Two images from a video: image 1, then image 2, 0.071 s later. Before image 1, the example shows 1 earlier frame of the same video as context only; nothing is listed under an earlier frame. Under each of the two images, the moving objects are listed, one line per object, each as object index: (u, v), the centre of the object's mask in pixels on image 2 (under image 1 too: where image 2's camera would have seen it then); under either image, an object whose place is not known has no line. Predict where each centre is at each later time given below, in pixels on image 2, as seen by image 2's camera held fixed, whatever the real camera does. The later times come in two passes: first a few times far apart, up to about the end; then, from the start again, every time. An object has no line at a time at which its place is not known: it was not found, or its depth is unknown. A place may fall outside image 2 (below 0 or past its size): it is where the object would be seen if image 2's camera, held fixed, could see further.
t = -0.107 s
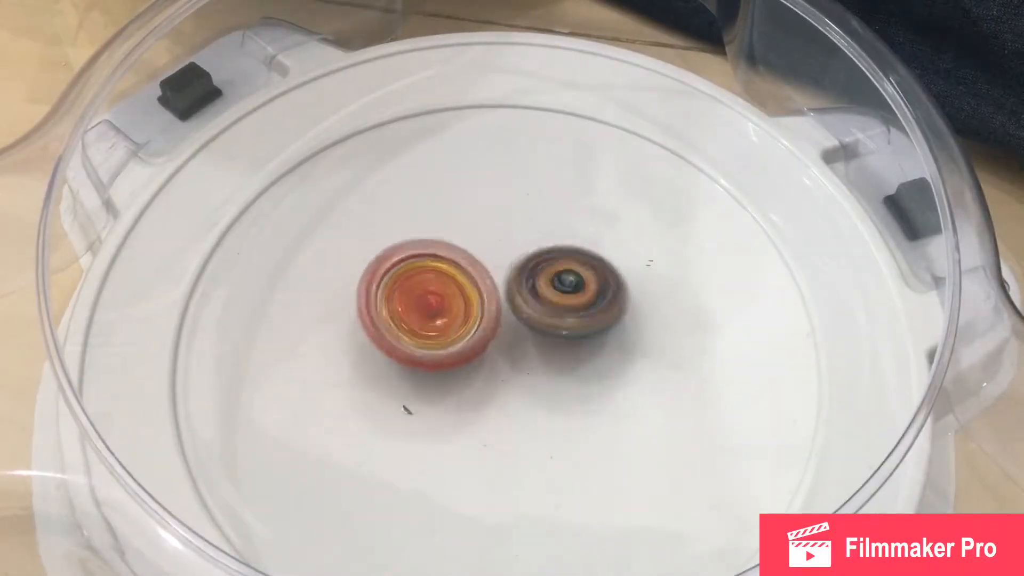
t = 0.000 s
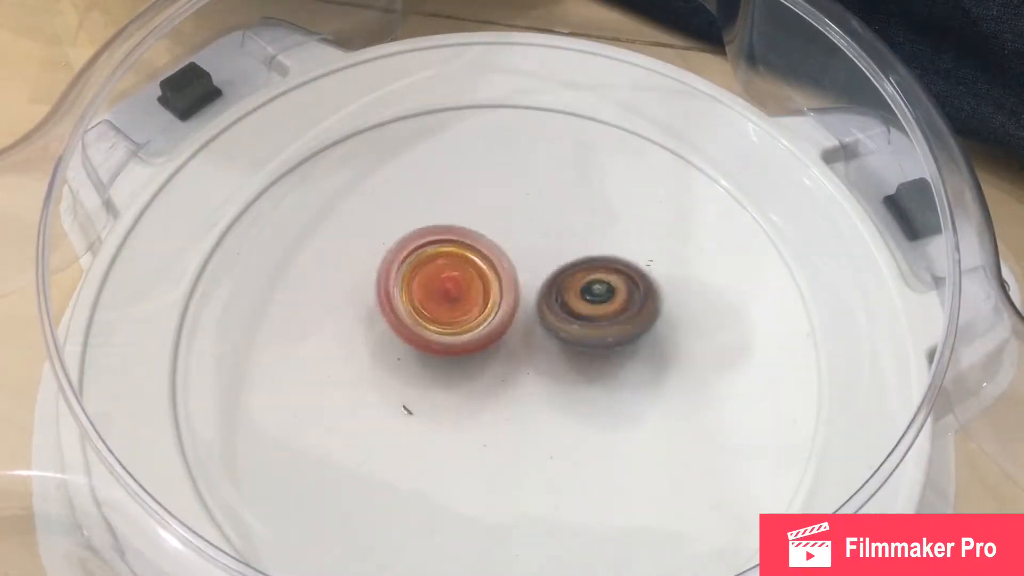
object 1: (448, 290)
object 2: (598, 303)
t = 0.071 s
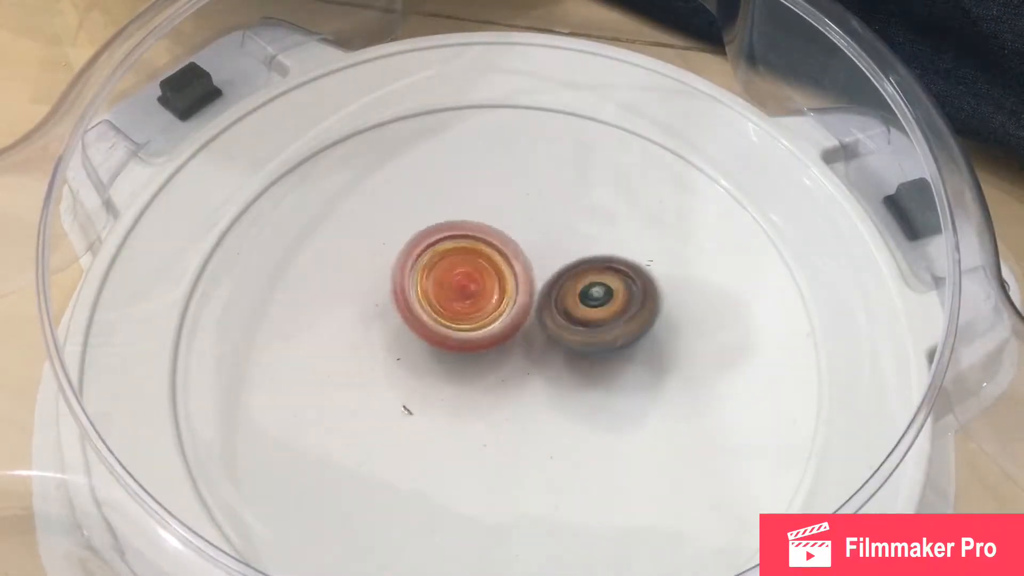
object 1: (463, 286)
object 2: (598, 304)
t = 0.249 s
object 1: (463, 259)
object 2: (624, 338)
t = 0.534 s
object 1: (466, 251)
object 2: (604, 378)
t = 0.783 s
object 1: (485, 278)
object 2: (588, 379)
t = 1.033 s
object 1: (495, 298)
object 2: (579, 402)
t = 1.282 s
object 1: (472, 297)
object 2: (567, 413)
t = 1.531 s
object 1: (451, 293)
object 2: (553, 434)
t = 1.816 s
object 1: (442, 282)
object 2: (536, 424)
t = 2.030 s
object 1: (459, 288)
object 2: (519, 422)
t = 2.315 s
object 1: (484, 302)
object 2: (519, 433)
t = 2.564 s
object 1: (499, 297)
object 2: (506, 424)
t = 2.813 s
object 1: (508, 281)
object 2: (487, 436)
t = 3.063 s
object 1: (511, 263)
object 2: (468, 427)
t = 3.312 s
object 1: (511, 277)
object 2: (453, 399)
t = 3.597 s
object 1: (528, 270)
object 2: (432, 380)
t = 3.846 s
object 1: (533, 282)
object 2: (426, 364)
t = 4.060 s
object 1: (547, 295)
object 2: (401, 358)
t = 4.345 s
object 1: (541, 319)
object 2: (394, 342)
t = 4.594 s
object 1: (564, 330)
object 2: (372, 336)
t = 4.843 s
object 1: (578, 332)
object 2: (384, 316)
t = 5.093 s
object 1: (569, 343)
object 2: (419, 289)
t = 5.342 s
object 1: (552, 343)
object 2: (408, 265)
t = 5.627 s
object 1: (554, 351)
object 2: (424, 283)
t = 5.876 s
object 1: (552, 352)
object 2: (438, 286)
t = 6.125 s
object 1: (548, 369)
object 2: (446, 275)
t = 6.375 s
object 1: (538, 390)
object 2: (448, 251)
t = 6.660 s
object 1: (524, 367)
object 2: (435, 244)
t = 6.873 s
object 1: (539, 357)
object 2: (434, 268)
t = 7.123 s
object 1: (565, 358)
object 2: (449, 274)
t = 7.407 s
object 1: (555, 372)
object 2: (464, 278)
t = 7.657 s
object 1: (545, 384)
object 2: (437, 245)
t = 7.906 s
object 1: (544, 362)
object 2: (447, 273)
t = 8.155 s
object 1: (561, 362)
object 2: (450, 268)
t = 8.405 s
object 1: (555, 371)
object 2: (450, 286)
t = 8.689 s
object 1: (545, 365)
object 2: (459, 295)
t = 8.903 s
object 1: (550, 361)
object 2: (447, 290)
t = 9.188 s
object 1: (547, 341)
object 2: (445, 313)
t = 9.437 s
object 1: (546, 335)
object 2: (428, 337)
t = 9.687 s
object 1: (538, 377)
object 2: (415, 288)
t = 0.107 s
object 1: (466, 283)
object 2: (601, 307)
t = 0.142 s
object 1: (470, 280)
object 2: (601, 308)
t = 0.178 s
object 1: (474, 277)
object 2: (599, 312)
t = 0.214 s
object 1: (470, 268)
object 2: (613, 328)
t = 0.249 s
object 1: (463, 259)
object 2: (624, 338)
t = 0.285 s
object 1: (461, 253)
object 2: (634, 352)
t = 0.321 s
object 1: (460, 251)
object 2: (634, 357)
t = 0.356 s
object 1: (459, 249)
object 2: (627, 367)
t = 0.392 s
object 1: (459, 249)
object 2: (622, 370)
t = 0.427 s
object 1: (460, 249)
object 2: (619, 373)
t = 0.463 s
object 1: (462, 249)
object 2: (613, 375)
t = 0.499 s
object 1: (464, 250)
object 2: (609, 377)
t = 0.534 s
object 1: (466, 251)
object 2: (604, 378)
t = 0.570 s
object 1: (468, 253)
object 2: (602, 378)
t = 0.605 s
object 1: (470, 256)
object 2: (601, 378)
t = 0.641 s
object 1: (473, 259)
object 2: (599, 378)
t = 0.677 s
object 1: (476, 263)
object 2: (598, 378)
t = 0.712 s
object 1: (478, 268)
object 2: (594, 377)
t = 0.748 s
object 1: (482, 273)
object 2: (592, 378)
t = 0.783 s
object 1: (485, 278)
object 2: (588, 379)
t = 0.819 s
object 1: (488, 283)
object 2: (586, 380)
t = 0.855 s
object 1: (490, 287)
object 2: (584, 382)
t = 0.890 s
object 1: (491, 285)
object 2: (586, 395)
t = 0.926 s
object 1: (493, 286)
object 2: (585, 402)
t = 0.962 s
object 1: (495, 292)
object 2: (584, 403)
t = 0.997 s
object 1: (495, 295)
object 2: (582, 402)
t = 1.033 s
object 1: (495, 298)
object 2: (579, 402)
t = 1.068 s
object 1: (492, 295)
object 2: (580, 410)
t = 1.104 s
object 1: (488, 294)
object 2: (583, 416)
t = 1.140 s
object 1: (485, 294)
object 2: (582, 417)
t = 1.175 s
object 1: (482, 295)
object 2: (580, 416)
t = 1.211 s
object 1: (479, 296)
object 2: (576, 415)
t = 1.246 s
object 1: (475, 296)
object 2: (571, 414)
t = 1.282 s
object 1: (472, 297)
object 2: (567, 413)
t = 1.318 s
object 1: (470, 299)
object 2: (563, 412)
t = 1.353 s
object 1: (465, 302)
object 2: (555, 410)
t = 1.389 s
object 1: (463, 303)
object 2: (551, 409)
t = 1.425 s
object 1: (461, 304)
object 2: (548, 409)
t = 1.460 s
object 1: (459, 304)
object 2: (547, 413)
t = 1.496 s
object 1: (453, 296)
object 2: (552, 425)
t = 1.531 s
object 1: (451, 293)
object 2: (553, 434)
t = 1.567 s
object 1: (448, 291)
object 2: (551, 436)
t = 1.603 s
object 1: (446, 289)
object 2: (550, 436)
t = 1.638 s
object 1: (444, 288)
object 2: (549, 435)
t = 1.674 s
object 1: (443, 287)
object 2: (547, 432)
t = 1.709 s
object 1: (442, 285)
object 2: (545, 430)
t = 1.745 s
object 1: (442, 284)
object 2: (542, 428)
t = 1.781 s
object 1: (442, 283)
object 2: (539, 426)
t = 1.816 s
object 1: (442, 282)
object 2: (536, 424)
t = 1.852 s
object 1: (444, 282)
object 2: (532, 423)
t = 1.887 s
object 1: (446, 282)
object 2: (530, 423)
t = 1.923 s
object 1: (448, 282)
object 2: (526, 423)
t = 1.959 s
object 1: (453, 284)
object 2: (523, 424)
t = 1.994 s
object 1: (456, 286)
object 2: (521, 422)
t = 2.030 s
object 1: (459, 288)
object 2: (519, 422)
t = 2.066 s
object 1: (462, 291)
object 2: (517, 423)
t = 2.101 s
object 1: (465, 294)
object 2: (516, 422)
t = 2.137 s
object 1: (469, 297)
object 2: (515, 423)
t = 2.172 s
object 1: (472, 300)
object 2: (515, 423)
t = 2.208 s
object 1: (476, 298)
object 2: (518, 430)
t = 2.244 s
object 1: (480, 298)
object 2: (519, 436)
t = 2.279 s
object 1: (481, 300)
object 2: (519, 435)
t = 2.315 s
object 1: (484, 302)
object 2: (519, 433)
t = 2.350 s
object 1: (490, 303)
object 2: (515, 431)
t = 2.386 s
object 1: (492, 302)
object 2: (515, 429)
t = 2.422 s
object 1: (493, 300)
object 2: (515, 430)
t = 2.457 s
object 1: (495, 298)
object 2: (515, 431)
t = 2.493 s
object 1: (496, 297)
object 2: (514, 428)
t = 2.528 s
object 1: (497, 297)
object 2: (511, 426)
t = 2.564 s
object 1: (499, 297)
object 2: (506, 424)
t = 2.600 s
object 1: (500, 297)
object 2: (503, 424)
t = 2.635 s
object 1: (501, 297)
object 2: (500, 424)
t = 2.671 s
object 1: (502, 297)
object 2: (497, 425)
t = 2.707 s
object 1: (504, 296)
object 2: (496, 425)
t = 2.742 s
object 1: (505, 295)
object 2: (494, 424)
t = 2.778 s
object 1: (506, 293)
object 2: (491, 424)
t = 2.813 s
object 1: (508, 281)
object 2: (487, 436)
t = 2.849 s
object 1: (510, 276)
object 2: (483, 444)
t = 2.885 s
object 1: (511, 272)
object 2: (478, 446)
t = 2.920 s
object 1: (509, 269)
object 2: (476, 446)
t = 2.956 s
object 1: (509, 267)
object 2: (476, 446)
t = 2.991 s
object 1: (511, 266)
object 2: (476, 442)
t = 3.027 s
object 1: (510, 262)
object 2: (471, 432)
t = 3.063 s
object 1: (511, 263)
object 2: (468, 427)
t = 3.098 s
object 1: (513, 263)
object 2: (464, 423)
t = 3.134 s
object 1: (513, 264)
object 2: (460, 421)
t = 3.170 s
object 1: (512, 266)
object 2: (456, 420)
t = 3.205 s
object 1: (513, 269)
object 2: (455, 418)
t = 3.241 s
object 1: (514, 270)
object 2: (454, 413)
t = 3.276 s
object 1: (512, 273)
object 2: (454, 407)
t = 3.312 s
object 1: (511, 277)
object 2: (453, 399)
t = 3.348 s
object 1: (518, 270)
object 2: (441, 396)
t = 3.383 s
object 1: (522, 267)
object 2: (434, 393)
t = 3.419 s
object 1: (523, 266)
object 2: (430, 389)
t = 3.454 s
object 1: (524, 265)
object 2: (428, 386)
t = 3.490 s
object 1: (526, 265)
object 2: (427, 383)
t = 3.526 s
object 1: (526, 266)
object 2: (427, 382)
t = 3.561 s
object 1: (527, 267)
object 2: (428, 381)
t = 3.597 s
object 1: (528, 270)
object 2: (432, 380)
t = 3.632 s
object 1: (528, 272)
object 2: (435, 375)
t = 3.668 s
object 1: (527, 274)
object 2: (437, 370)
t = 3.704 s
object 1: (526, 277)
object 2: (436, 366)
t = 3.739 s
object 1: (530, 277)
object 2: (430, 366)
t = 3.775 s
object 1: (532, 278)
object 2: (425, 366)
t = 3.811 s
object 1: (532, 279)
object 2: (425, 366)
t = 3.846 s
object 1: (533, 282)
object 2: (426, 364)
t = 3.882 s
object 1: (534, 284)
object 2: (421, 363)
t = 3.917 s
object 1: (538, 286)
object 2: (416, 361)
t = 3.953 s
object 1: (538, 288)
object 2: (414, 361)
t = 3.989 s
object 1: (539, 290)
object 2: (413, 359)
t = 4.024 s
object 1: (540, 295)
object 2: (415, 355)
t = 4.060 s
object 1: (547, 295)
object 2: (401, 358)
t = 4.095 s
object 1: (552, 298)
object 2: (389, 355)
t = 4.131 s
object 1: (552, 300)
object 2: (381, 353)
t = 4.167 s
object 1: (552, 302)
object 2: (377, 350)
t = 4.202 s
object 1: (553, 305)
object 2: (375, 351)
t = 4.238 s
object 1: (552, 307)
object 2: (377, 351)
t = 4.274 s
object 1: (550, 310)
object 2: (378, 351)
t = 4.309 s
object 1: (548, 313)
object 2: (384, 348)
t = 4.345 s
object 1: (541, 319)
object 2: (394, 342)
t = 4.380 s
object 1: (538, 321)
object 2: (398, 340)
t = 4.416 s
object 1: (540, 321)
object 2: (398, 341)
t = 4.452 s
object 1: (543, 322)
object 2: (395, 342)
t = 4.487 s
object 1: (541, 325)
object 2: (396, 342)
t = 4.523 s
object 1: (539, 325)
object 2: (399, 340)
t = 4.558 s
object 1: (551, 327)
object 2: (385, 338)
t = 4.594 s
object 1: (564, 330)
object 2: (372, 336)
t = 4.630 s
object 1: (568, 330)
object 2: (365, 334)
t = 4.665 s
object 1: (573, 331)
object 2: (365, 329)
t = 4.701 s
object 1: (575, 330)
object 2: (366, 326)
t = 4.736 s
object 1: (576, 331)
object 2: (369, 325)
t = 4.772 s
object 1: (578, 331)
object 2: (374, 324)
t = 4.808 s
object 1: (578, 331)
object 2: (378, 320)
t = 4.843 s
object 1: (578, 332)
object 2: (384, 316)
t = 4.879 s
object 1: (578, 332)
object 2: (388, 312)
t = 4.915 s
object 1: (576, 333)
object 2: (393, 309)
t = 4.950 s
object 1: (574, 334)
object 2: (399, 309)
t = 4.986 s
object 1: (570, 334)
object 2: (407, 309)
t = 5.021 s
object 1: (563, 334)
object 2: (429, 305)
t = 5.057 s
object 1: (565, 337)
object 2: (430, 300)
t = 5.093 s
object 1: (569, 343)
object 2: (419, 289)
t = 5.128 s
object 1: (568, 345)
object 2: (412, 280)
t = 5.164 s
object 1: (569, 343)
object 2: (408, 271)
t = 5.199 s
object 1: (568, 344)
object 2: (403, 266)
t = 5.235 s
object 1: (567, 346)
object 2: (402, 258)
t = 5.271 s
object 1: (563, 345)
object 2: (400, 256)
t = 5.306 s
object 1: (561, 346)
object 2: (401, 260)
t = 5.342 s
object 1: (552, 343)
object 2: (408, 265)
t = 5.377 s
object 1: (551, 341)
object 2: (413, 268)
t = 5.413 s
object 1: (544, 339)
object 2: (417, 271)
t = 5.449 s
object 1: (542, 338)
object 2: (420, 279)
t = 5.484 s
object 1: (540, 337)
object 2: (424, 286)
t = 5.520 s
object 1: (543, 343)
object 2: (426, 286)
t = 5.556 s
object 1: (550, 348)
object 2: (424, 284)
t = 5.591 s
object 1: (551, 353)
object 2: (424, 283)
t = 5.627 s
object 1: (554, 351)
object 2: (424, 283)
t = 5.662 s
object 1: (554, 351)
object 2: (426, 283)
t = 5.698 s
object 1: (558, 352)
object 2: (429, 283)
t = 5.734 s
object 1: (556, 352)
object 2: (432, 283)
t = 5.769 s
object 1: (557, 353)
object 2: (435, 283)
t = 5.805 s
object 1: (555, 352)
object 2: (436, 284)
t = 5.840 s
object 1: (554, 353)
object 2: (438, 285)
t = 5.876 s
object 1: (552, 352)
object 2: (438, 286)
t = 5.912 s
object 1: (551, 354)
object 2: (437, 289)
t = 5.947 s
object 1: (549, 354)
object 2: (438, 291)
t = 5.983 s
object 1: (547, 355)
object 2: (439, 291)
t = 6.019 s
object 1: (546, 357)
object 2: (441, 291)
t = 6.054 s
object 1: (548, 366)
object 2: (445, 282)
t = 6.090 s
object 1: (546, 369)
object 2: (446, 279)
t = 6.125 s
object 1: (548, 369)
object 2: (446, 275)
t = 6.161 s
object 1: (548, 372)
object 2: (447, 276)
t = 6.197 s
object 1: (547, 372)
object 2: (448, 275)
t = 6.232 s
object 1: (544, 374)
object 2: (452, 277)
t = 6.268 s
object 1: (542, 374)
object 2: (457, 277)
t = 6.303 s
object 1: (540, 375)
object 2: (463, 278)
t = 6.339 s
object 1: (542, 389)
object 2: (451, 259)
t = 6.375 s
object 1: (538, 390)
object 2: (448, 251)
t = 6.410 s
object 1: (536, 389)
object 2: (445, 244)
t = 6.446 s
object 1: (536, 387)
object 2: (442, 236)
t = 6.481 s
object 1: (535, 386)
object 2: (438, 234)
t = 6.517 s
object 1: (531, 384)
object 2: (437, 233)
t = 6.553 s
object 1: (530, 381)
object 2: (436, 233)
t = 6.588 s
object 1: (528, 377)
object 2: (435, 235)
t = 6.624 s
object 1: (528, 373)
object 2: (436, 240)
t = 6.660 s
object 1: (524, 367)
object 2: (435, 244)
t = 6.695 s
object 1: (524, 361)
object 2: (434, 251)
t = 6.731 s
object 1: (524, 355)
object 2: (437, 260)
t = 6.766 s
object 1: (525, 351)
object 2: (439, 268)
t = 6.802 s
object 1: (531, 355)
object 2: (436, 270)
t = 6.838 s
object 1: (538, 358)
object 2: (434, 269)
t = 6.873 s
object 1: (539, 357)
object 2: (434, 268)
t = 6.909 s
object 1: (543, 352)
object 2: (436, 268)
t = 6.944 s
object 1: (548, 350)
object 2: (438, 269)
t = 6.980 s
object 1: (553, 350)
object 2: (444, 271)
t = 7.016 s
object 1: (554, 351)
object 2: (449, 273)
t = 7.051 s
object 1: (559, 348)
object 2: (453, 277)
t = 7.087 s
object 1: (564, 352)
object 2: (453, 276)
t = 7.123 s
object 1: (565, 358)
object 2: (449, 274)
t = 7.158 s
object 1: (565, 359)
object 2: (450, 272)
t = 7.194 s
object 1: (567, 359)
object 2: (454, 270)
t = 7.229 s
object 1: (568, 362)
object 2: (457, 271)
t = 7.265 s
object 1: (567, 364)
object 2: (462, 274)
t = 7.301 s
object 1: (566, 366)
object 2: (469, 276)
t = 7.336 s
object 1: (563, 367)
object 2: (469, 280)
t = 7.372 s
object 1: (560, 371)
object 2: (465, 277)
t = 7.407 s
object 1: (555, 372)
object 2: (464, 278)
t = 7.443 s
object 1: (550, 371)
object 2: (463, 280)
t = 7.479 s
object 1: (554, 381)
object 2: (450, 266)
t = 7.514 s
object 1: (553, 387)
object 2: (443, 259)
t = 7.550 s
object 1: (550, 387)
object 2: (441, 254)
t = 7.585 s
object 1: (548, 385)
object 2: (439, 250)
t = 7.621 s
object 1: (546, 385)
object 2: (438, 246)
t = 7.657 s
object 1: (545, 384)
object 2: (437, 245)
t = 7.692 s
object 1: (542, 381)
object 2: (439, 250)
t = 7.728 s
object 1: (539, 376)
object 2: (441, 253)
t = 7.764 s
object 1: (536, 372)
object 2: (441, 256)
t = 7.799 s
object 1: (535, 368)
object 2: (441, 262)
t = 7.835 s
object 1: (537, 363)
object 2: (444, 271)
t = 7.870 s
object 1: (536, 357)
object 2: (449, 277)
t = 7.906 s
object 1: (544, 362)
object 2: (447, 273)
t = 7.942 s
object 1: (550, 371)
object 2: (436, 263)
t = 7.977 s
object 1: (549, 372)
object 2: (433, 260)
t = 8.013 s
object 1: (549, 369)
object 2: (433, 260)
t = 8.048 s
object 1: (553, 364)
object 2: (434, 261)
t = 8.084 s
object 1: (557, 362)
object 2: (439, 264)
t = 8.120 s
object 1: (562, 362)
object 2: (449, 268)
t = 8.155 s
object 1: (561, 362)
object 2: (450, 268)
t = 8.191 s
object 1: (561, 361)
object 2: (452, 274)
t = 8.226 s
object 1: (562, 359)
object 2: (457, 279)
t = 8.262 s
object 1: (564, 358)
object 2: (461, 282)
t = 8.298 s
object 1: (565, 358)
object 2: (461, 281)
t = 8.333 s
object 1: (566, 366)
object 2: (459, 283)
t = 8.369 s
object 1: (563, 370)
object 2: (453, 283)
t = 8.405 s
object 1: (555, 371)
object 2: (450, 286)
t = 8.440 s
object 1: (551, 366)
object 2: (452, 292)
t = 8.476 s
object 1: (553, 362)
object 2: (456, 295)
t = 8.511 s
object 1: (552, 360)
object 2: (461, 293)
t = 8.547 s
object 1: (554, 359)
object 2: (464, 292)
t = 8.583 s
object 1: (557, 360)
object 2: (460, 291)
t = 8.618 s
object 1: (555, 368)
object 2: (458, 293)
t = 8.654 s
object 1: (549, 368)
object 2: (458, 295)
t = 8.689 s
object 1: (545, 365)
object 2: (459, 295)
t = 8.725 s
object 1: (542, 359)
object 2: (456, 293)
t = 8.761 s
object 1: (548, 354)
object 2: (456, 291)
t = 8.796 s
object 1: (551, 352)
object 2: (453, 293)
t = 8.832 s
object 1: (553, 354)
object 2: (452, 293)
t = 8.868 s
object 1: (553, 358)
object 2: (450, 292)
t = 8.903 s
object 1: (550, 361)
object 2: (447, 290)
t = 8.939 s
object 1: (542, 360)
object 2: (446, 291)
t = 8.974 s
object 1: (539, 354)
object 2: (446, 291)
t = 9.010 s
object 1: (542, 347)
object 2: (445, 293)
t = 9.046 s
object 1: (545, 345)
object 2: (449, 295)
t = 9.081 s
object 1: (545, 342)
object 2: (449, 295)
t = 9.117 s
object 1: (551, 342)
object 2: (450, 301)
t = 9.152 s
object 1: (548, 342)
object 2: (448, 307)
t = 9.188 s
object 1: (547, 341)
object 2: (445, 313)
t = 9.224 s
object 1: (546, 339)
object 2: (443, 319)
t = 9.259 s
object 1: (545, 335)
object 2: (440, 327)
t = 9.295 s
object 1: (548, 333)
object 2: (437, 332)
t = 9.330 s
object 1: (549, 333)
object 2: (429, 340)
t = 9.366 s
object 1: (548, 332)
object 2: (426, 341)
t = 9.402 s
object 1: (547, 332)
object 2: (427, 340)
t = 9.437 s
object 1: (546, 335)
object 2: (428, 337)
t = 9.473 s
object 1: (542, 335)
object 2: (429, 335)
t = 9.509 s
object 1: (542, 335)
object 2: (432, 332)
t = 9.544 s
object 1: (541, 335)
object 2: (434, 328)
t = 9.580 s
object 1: (544, 337)
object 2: (436, 318)
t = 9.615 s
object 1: (546, 351)
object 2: (429, 307)
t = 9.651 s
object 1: (542, 365)
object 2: (422, 296)
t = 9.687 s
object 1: (538, 377)
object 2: (415, 288)
